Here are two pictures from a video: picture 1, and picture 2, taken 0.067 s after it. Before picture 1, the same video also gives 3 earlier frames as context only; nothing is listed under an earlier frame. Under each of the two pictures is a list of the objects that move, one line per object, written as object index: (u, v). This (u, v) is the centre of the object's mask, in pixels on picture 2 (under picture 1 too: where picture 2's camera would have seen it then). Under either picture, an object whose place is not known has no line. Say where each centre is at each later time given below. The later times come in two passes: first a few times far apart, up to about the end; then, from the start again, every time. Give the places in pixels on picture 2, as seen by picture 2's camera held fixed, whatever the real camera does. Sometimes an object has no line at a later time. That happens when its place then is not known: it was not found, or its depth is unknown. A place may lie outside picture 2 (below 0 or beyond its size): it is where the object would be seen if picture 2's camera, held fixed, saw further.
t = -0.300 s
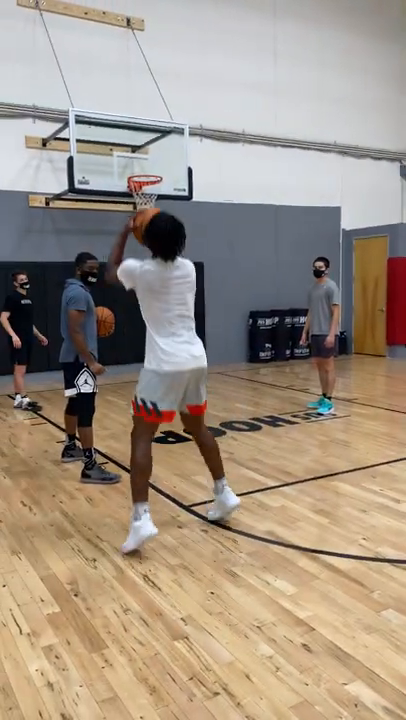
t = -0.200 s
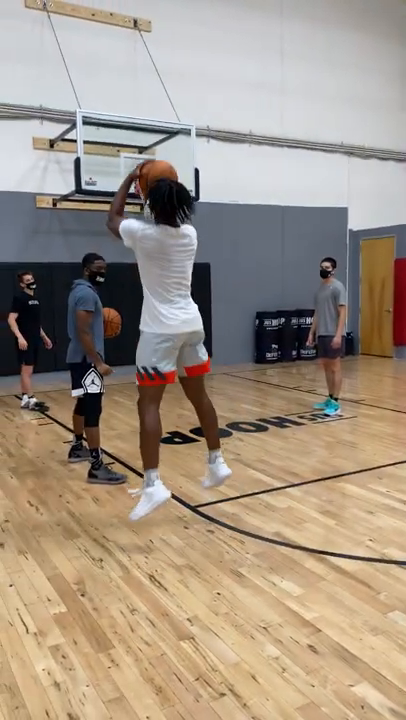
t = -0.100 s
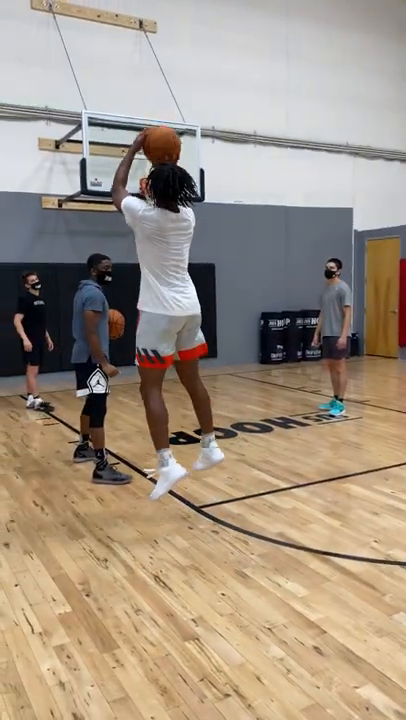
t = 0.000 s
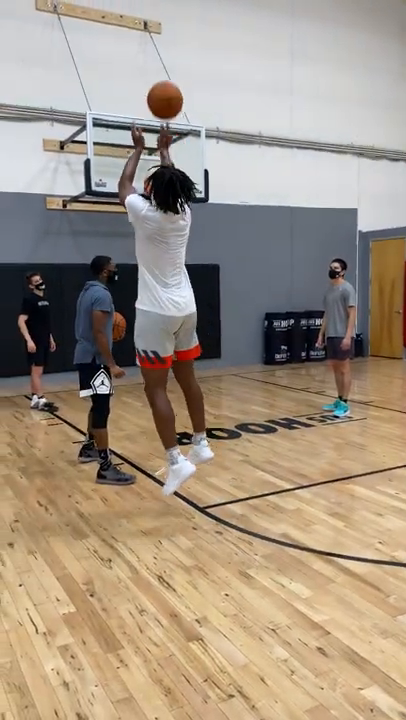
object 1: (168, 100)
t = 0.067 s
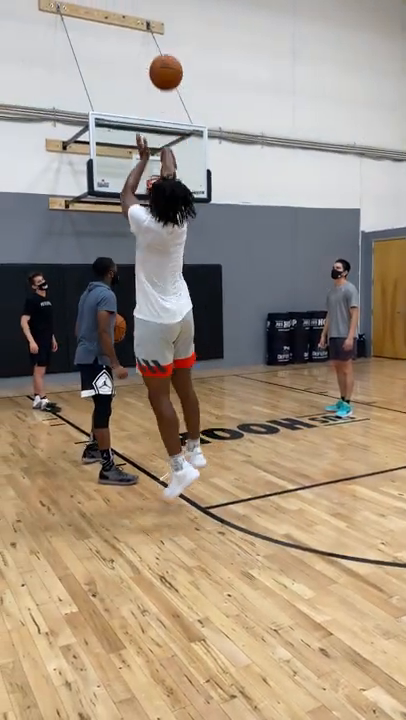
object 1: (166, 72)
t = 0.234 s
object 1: (163, 39)
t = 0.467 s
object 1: (162, 54)
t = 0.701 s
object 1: (164, 109)
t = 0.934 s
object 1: (166, 189)
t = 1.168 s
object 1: (159, 226)
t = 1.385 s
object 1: (154, 282)
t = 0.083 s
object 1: (165, 66)
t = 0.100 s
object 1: (165, 62)
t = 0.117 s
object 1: (165, 57)
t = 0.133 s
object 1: (164, 53)
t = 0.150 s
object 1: (164, 50)
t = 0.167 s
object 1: (164, 47)
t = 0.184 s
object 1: (163, 44)
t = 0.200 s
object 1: (163, 42)
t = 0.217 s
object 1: (163, 41)
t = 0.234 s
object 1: (163, 39)
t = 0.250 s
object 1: (163, 39)
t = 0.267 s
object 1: (163, 38)
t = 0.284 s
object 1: (163, 38)
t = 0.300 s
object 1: (163, 38)
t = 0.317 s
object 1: (163, 38)
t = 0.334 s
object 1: (163, 39)
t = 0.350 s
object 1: (162, 40)
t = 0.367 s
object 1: (162, 41)
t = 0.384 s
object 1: (162, 43)
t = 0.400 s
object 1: (162, 45)
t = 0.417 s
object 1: (163, 47)
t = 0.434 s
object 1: (162, 49)
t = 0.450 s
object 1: (162, 51)
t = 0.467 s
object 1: (162, 54)
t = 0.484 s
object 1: (163, 57)
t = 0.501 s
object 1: (163, 60)
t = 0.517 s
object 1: (163, 63)
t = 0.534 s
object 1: (163, 67)
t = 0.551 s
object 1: (163, 70)
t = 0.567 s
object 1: (163, 74)
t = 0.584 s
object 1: (163, 78)
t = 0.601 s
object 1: (163, 82)
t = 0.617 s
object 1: (164, 86)
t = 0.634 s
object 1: (164, 91)
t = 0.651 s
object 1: (164, 95)
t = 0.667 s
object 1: (164, 100)
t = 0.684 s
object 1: (164, 104)
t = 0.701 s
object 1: (164, 109)
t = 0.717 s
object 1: (164, 114)
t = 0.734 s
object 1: (164, 119)
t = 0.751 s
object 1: (164, 124)
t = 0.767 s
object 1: (165, 130)
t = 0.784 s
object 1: (165, 135)
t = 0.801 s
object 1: (165, 140)
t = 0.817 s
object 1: (165, 146)
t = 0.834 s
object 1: (166, 152)
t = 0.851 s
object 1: (165, 158)
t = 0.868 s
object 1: (166, 164)
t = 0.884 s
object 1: (166, 169)
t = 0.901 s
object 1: (166, 177)
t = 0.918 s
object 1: (166, 182)
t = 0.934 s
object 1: (166, 189)
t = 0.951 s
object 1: (167, 193)
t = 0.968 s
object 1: (166, 195)
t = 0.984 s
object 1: (165, 199)
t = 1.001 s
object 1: (165, 204)
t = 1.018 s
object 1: (164, 204)
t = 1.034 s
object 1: (164, 205)
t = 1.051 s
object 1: (164, 206)
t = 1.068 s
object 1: (163, 209)
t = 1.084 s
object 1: (162, 212)
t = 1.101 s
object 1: (161, 214)
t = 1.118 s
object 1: (161, 215)
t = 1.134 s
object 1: (160, 219)
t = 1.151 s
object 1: (160, 223)
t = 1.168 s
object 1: (159, 226)
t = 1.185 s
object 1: (159, 228)
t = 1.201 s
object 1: (159, 233)
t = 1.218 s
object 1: (158, 236)
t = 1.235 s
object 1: (158, 240)
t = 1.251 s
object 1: (158, 244)
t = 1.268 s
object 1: (156, 248)
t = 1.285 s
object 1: (156, 253)
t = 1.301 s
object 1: (156, 258)
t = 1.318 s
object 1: (156, 262)
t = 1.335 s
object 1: (156, 267)
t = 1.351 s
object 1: (155, 272)
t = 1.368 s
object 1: (155, 277)
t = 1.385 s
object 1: (154, 282)
